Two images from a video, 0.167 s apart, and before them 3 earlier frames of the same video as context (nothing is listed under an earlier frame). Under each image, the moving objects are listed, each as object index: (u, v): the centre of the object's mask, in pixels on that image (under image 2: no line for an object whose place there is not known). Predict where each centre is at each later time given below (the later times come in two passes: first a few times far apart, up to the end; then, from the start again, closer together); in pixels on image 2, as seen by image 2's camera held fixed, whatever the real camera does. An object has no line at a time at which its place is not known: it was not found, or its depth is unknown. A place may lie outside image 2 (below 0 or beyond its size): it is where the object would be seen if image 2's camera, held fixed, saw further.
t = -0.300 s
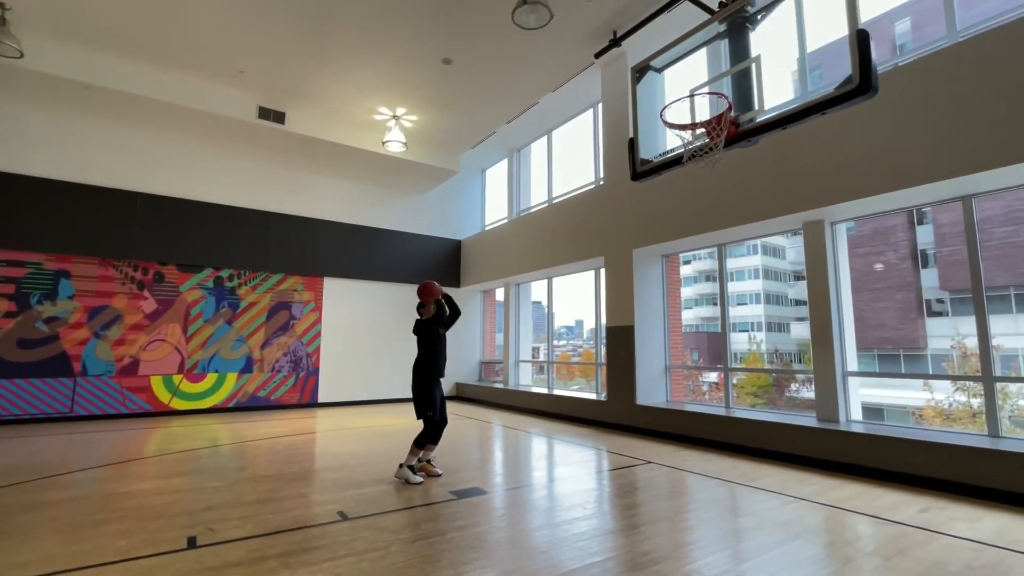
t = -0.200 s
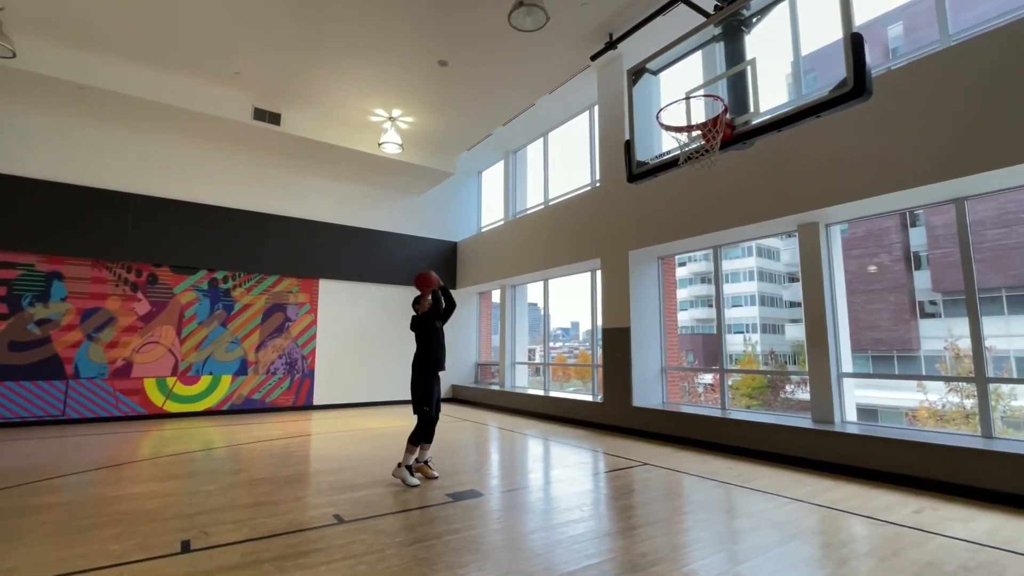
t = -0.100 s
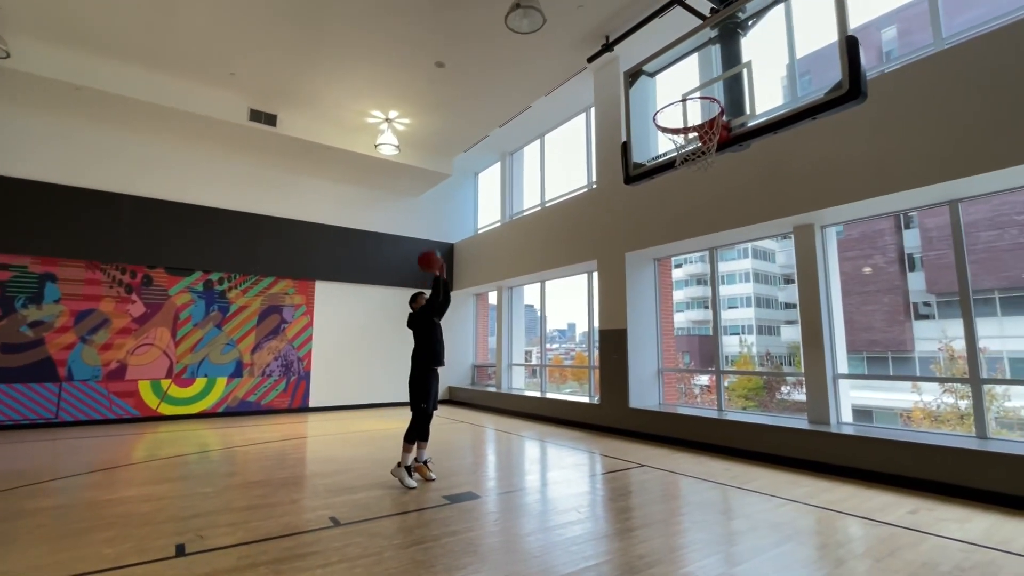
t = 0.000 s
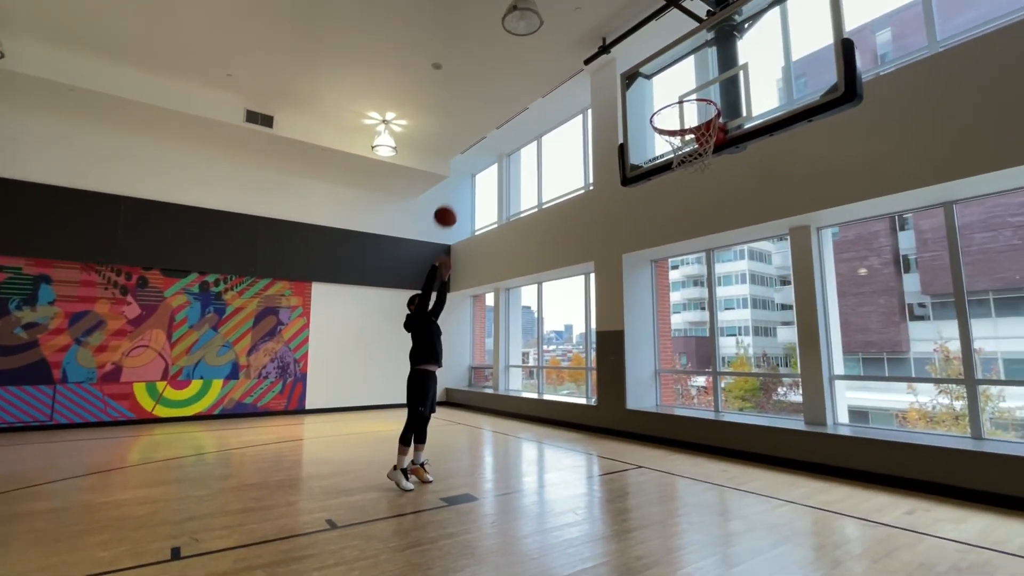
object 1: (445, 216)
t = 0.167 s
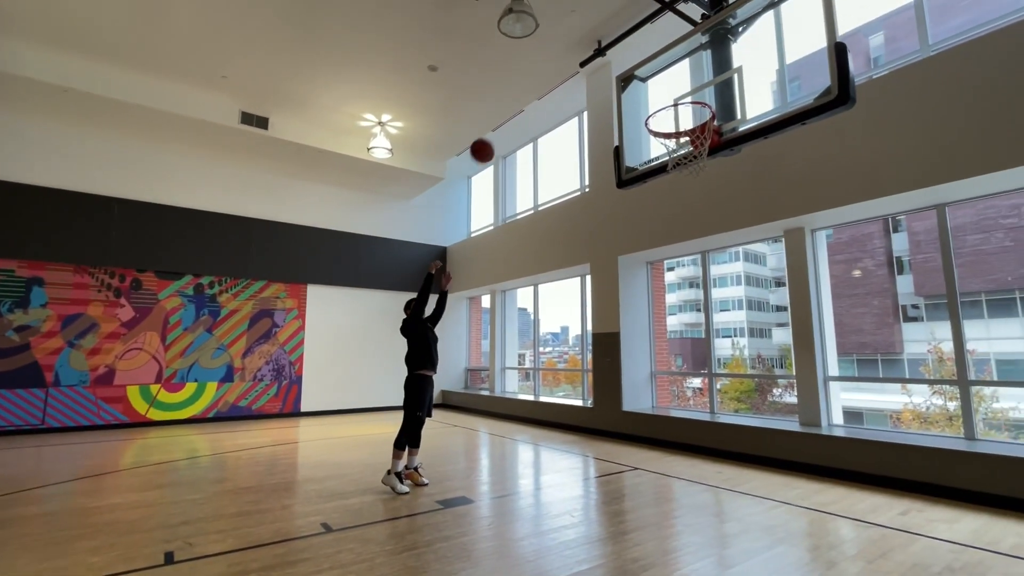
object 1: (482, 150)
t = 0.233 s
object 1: (499, 129)
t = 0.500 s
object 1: (578, 82)
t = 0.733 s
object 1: (665, 101)
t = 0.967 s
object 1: (702, 196)
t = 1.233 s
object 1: (720, 382)
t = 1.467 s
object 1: (714, 446)
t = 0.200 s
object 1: (490, 140)
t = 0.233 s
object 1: (499, 129)
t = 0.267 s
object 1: (508, 120)
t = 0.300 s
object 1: (517, 112)
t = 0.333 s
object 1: (527, 104)
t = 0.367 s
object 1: (536, 98)
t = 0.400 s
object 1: (546, 92)
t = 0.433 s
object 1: (556, 88)
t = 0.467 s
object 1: (567, 84)
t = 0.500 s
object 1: (578, 82)
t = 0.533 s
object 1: (589, 81)
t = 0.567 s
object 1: (600, 81)
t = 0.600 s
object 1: (612, 82)
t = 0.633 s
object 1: (624, 84)
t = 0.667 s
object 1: (636, 88)
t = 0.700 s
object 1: (650, 94)
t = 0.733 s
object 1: (665, 101)
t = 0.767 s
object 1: (679, 109)
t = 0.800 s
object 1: (693, 120)
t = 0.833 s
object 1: (697, 134)
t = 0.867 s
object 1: (699, 147)
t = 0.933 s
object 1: (701, 178)
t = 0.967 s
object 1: (702, 196)
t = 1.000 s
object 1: (703, 214)
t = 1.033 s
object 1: (706, 234)
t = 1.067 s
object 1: (707, 254)
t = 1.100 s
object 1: (710, 278)
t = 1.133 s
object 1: (712, 302)
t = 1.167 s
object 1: (714, 327)
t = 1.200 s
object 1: (717, 354)
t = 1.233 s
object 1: (720, 382)
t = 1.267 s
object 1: (723, 410)
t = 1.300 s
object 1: (726, 446)
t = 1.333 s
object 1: (729, 471)
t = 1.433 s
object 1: (720, 471)
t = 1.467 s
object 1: (714, 446)
